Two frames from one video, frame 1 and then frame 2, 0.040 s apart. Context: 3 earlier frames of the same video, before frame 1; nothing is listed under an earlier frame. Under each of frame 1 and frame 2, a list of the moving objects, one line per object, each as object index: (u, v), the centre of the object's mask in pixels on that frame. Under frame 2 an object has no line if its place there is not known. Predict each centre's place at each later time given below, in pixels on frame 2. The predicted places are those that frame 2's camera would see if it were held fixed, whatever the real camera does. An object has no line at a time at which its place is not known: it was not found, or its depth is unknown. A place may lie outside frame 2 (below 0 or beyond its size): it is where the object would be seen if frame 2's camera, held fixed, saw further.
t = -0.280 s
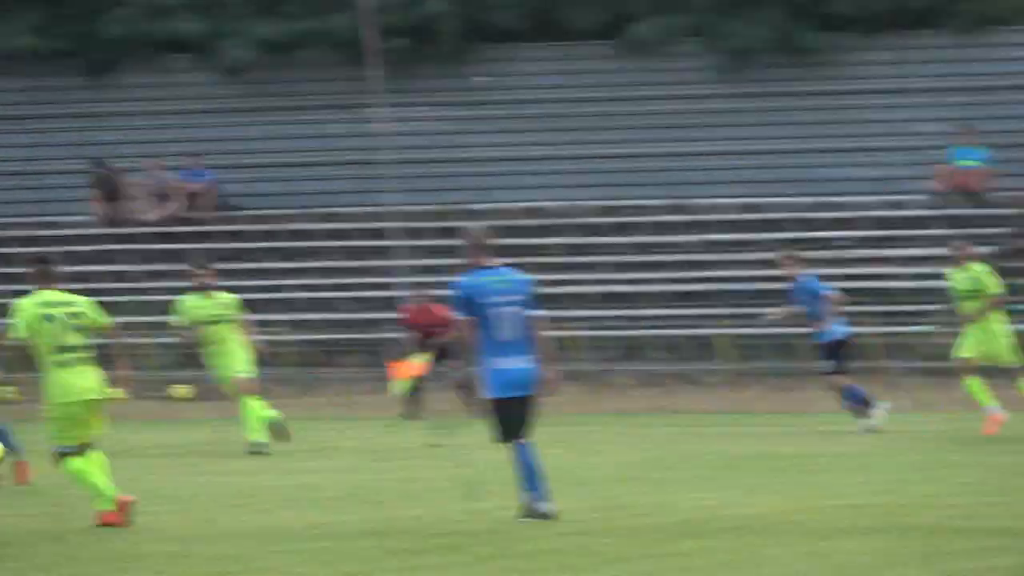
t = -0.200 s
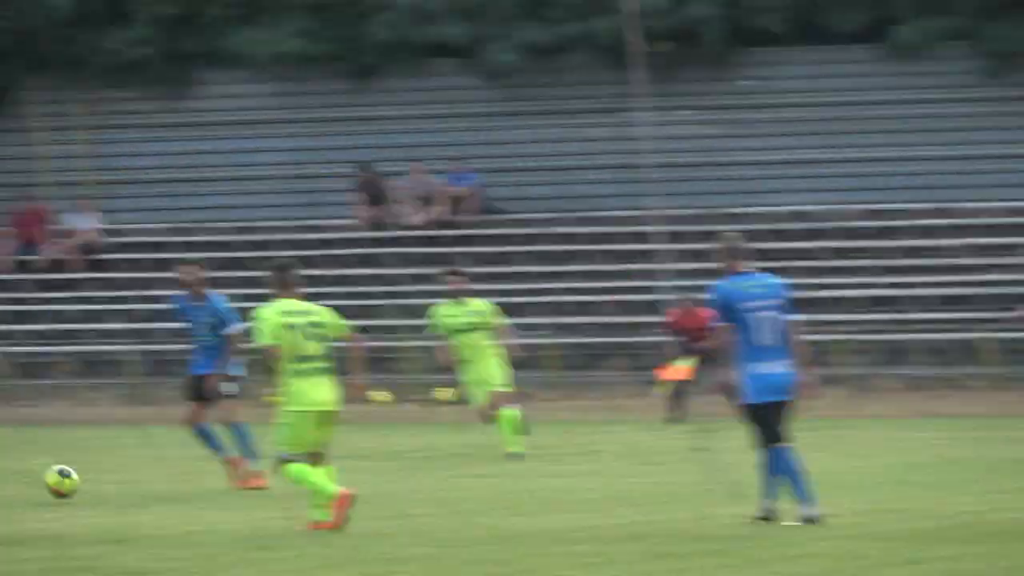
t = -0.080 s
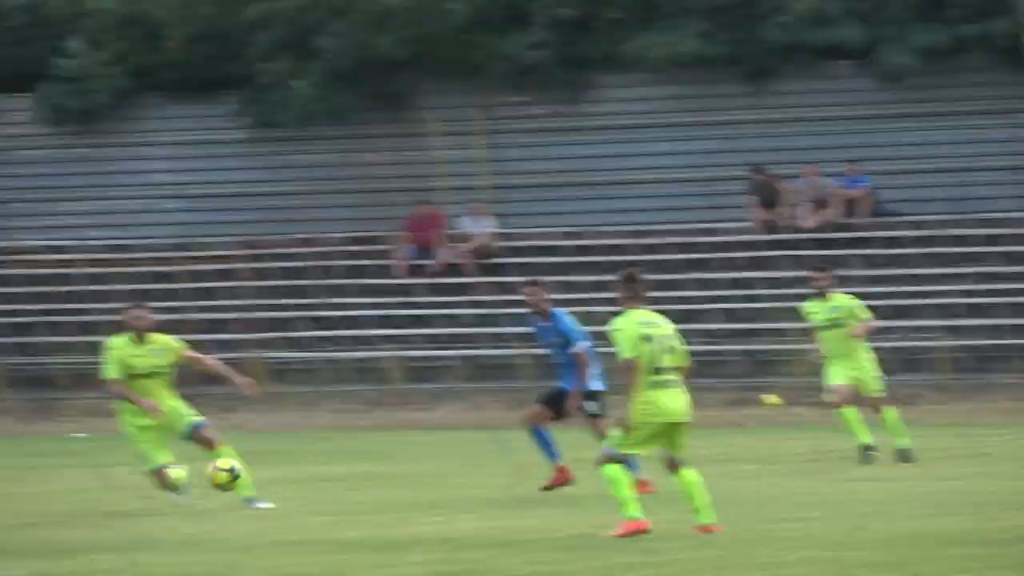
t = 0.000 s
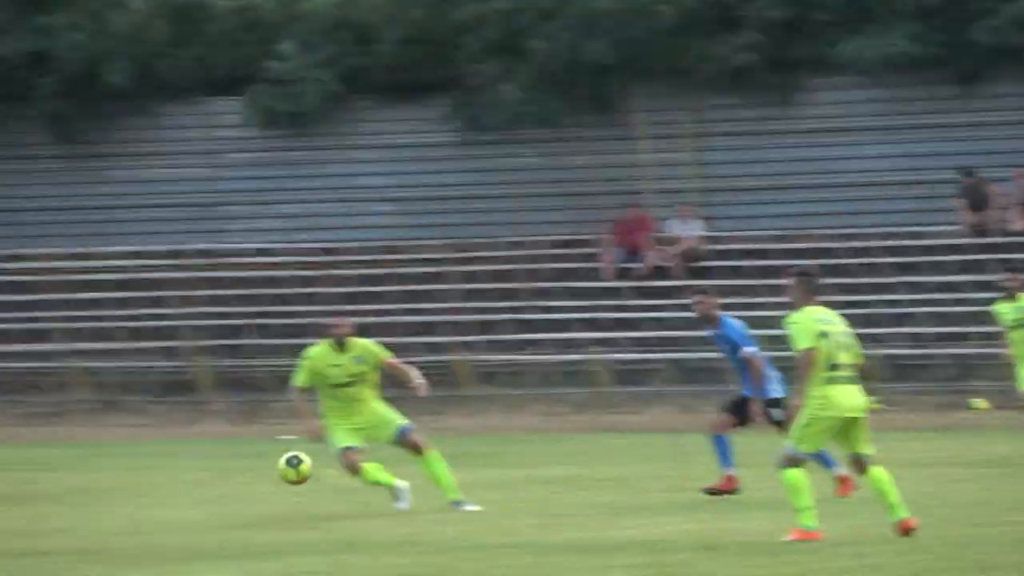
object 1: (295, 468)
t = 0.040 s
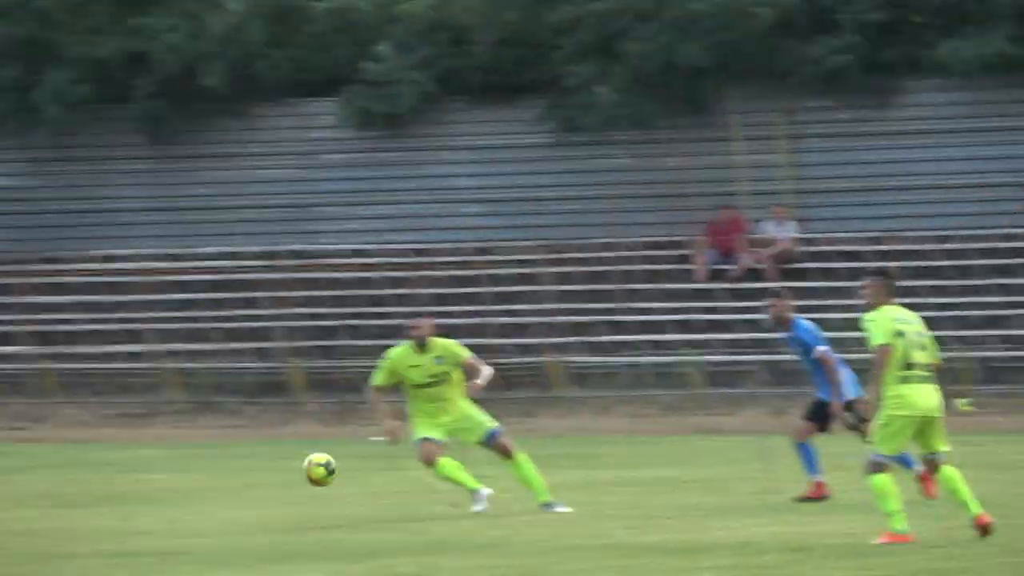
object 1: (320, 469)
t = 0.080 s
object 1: (257, 470)
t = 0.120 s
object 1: (191, 476)
